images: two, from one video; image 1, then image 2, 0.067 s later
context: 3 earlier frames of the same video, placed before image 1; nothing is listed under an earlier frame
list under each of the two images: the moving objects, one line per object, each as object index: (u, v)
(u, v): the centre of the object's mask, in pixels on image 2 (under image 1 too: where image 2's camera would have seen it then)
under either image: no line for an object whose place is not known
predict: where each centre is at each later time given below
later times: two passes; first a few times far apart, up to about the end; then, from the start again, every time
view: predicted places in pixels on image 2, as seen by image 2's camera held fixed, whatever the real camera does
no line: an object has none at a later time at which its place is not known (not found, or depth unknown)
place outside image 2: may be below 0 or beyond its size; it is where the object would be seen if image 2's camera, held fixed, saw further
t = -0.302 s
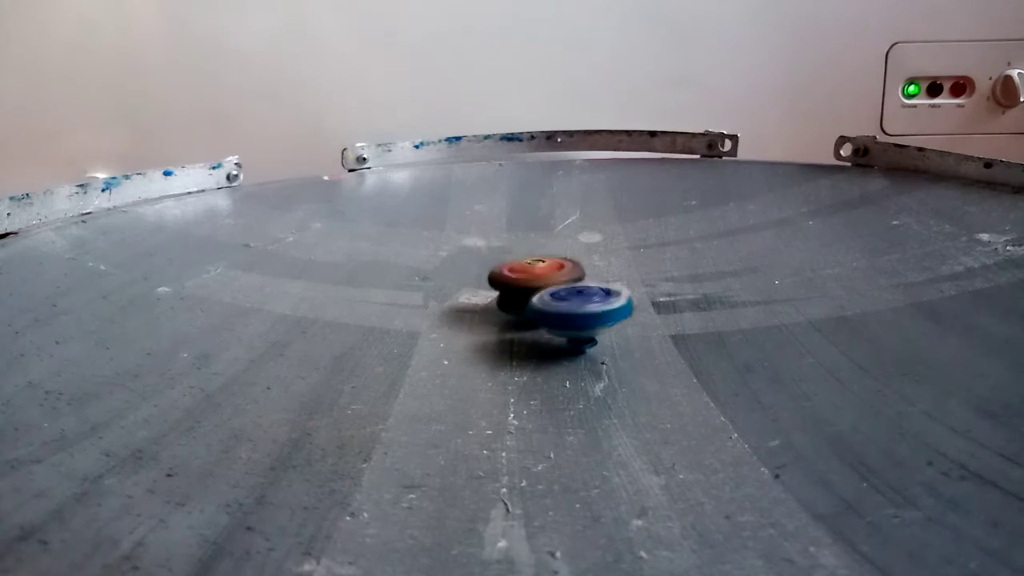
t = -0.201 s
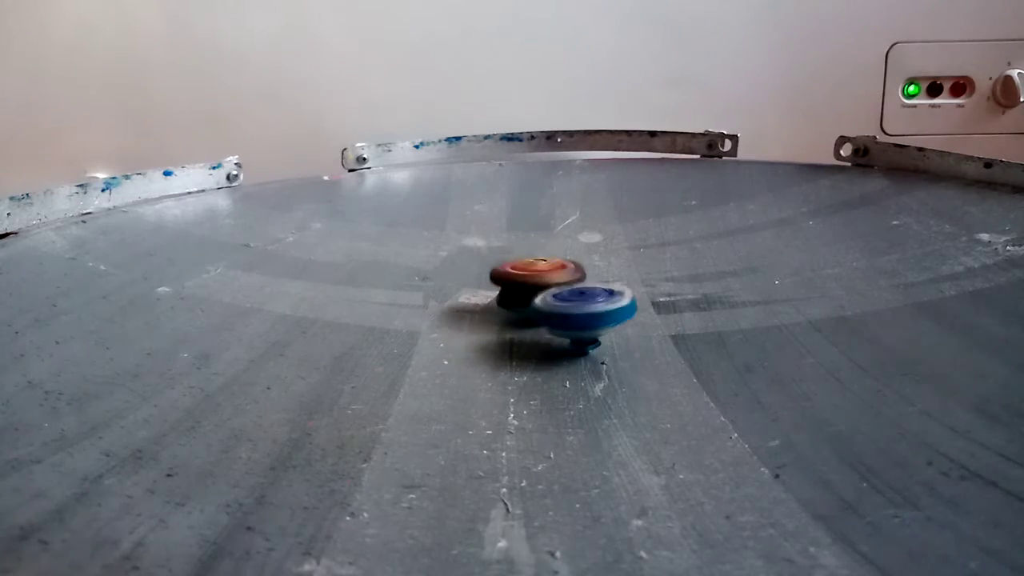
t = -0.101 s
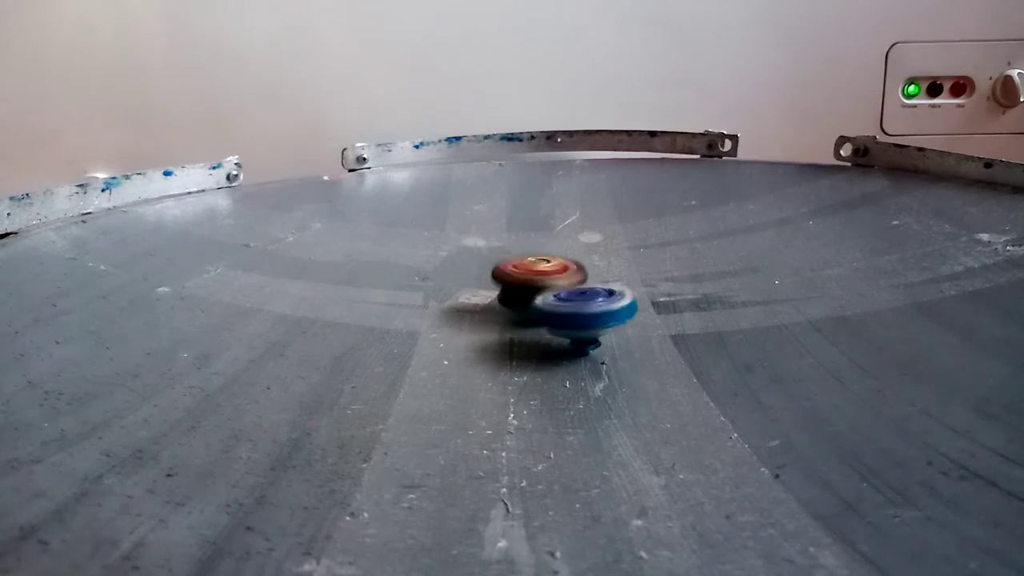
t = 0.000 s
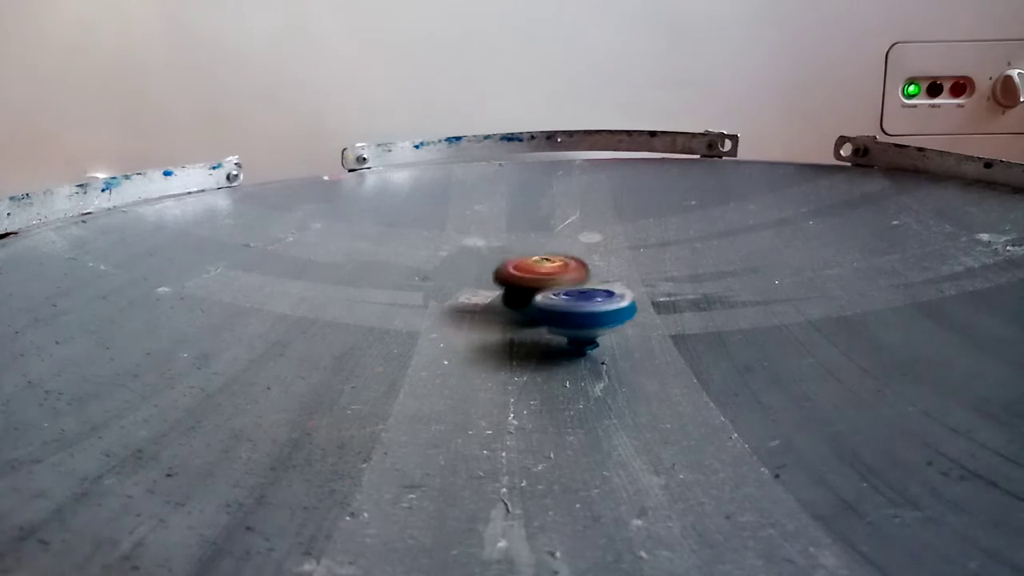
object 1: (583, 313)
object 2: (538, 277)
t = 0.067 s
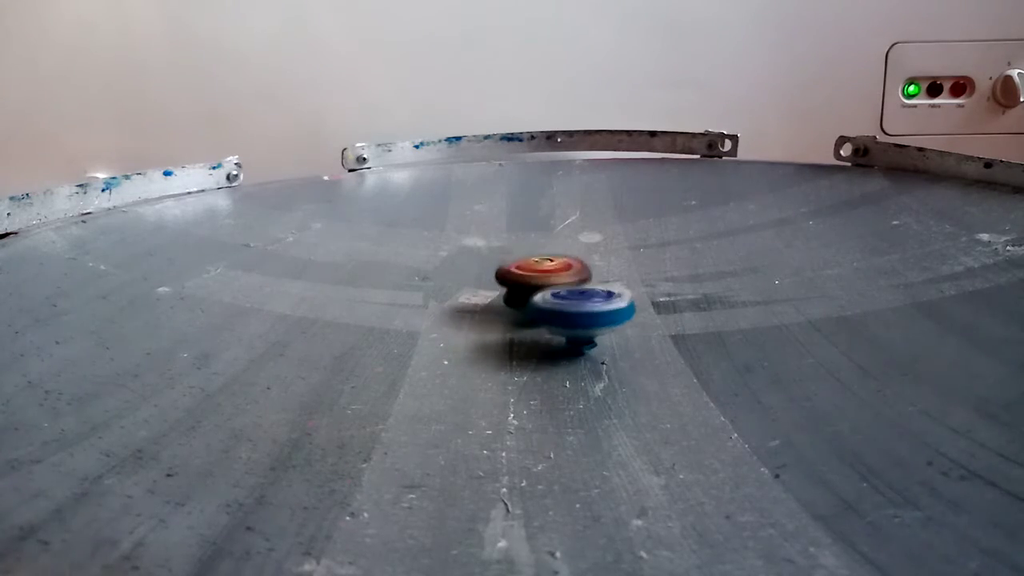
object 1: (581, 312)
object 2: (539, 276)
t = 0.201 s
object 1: (572, 311)
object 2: (544, 275)
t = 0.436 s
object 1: (559, 311)
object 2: (552, 273)
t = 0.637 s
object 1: (555, 311)
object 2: (548, 273)
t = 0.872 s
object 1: (549, 313)
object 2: (544, 274)
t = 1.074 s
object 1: (540, 314)
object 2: (534, 273)
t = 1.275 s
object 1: (536, 312)
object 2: (525, 272)
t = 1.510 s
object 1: (540, 310)
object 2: (514, 274)
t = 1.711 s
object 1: (544, 310)
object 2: (516, 273)
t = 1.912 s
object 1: (547, 308)
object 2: (525, 273)
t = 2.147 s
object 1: (548, 309)
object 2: (546, 272)
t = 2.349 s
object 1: (549, 309)
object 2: (562, 271)
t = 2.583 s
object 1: (542, 309)
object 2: (575, 275)
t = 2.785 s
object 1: (536, 311)
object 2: (570, 276)
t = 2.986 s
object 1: (531, 311)
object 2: (563, 277)
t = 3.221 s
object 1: (522, 311)
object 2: (553, 276)
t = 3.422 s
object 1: (513, 310)
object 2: (549, 276)
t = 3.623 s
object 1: (514, 308)
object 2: (540, 274)
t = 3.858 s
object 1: (521, 308)
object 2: (534, 273)
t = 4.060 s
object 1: (531, 309)
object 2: (534, 273)
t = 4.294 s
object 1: (539, 310)
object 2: (542, 274)
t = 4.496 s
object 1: (540, 311)
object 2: (553, 274)
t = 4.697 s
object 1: (537, 312)
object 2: (561, 275)
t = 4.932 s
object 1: (539, 311)
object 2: (558, 273)
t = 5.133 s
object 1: (549, 309)
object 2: (550, 272)
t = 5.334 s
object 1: (555, 313)
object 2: (550, 273)
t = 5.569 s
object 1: (559, 315)
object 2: (550, 275)
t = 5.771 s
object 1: (562, 311)
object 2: (552, 276)
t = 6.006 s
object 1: (567, 314)
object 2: (551, 277)
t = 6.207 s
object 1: (571, 315)
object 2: (548, 277)
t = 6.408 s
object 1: (566, 321)
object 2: (540, 276)
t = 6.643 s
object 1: (555, 315)
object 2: (519, 277)
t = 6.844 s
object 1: (560, 313)
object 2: (513, 282)
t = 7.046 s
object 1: (577, 316)
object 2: (517, 286)
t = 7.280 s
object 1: (572, 321)
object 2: (516, 286)
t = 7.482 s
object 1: (561, 317)
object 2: (518, 282)
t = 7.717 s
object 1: (563, 314)
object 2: (528, 281)
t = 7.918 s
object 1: (572, 316)
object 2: (533, 279)
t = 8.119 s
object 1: (576, 318)
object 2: (526, 279)
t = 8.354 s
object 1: (568, 317)
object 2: (517, 284)
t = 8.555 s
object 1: (574, 312)
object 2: (519, 289)
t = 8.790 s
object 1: (585, 311)
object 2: (533, 290)
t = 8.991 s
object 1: (584, 314)
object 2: (535, 283)
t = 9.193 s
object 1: (577, 312)
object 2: (524, 285)
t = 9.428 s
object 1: (573, 311)
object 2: (513, 287)
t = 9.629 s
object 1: (577, 311)
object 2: (510, 291)
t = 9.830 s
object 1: (567, 313)
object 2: (501, 292)
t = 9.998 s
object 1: (576, 319)
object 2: (495, 285)
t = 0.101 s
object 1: (578, 312)
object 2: (540, 276)
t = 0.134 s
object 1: (576, 312)
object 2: (543, 276)
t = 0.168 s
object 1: (574, 312)
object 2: (543, 276)
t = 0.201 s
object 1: (572, 311)
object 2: (544, 275)
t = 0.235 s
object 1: (570, 310)
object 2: (545, 275)
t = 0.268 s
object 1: (566, 310)
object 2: (547, 275)
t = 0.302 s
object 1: (565, 310)
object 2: (548, 274)
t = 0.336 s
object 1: (562, 311)
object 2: (549, 273)
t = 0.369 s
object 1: (561, 311)
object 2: (551, 273)
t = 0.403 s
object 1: (560, 311)
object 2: (550, 273)
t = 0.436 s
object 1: (559, 311)
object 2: (552, 273)
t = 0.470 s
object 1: (558, 312)
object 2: (551, 274)
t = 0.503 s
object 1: (557, 311)
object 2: (551, 274)
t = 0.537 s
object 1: (557, 312)
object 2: (550, 274)
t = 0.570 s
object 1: (556, 312)
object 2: (550, 274)
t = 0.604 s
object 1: (556, 312)
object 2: (549, 273)
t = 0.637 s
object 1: (555, 311)
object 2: (548, 273)
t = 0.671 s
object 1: (555, 312)
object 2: (549, 273)
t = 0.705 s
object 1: (554, 311)
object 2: (546, 274)
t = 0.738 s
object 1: (553, 313)
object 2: (547, 274)
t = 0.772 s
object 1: (550, 314)
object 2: (545, 274)
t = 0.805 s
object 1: (550, 314)
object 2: (546, 274)
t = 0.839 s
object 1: (550, 314)
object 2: (545, 273)
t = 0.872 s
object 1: (549, 313)
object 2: (544, 274)
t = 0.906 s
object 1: (548, 314)
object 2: (542, 273)
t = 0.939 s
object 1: (546, 315)
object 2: (540, 273)
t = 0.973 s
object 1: (544, 315)
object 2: (540, 273)
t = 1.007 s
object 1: (543, 315)
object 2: (538, 273)
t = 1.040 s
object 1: (541, 315)
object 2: (537, 273)
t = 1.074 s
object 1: (540, 314)
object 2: (534, 273)
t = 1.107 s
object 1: (539, 314)
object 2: (533, 273)
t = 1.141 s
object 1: (538, 314)
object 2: (532, 273)
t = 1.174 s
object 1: (538, 314)
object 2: (532, 273)
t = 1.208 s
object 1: (536, 313)
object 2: (529, 272)
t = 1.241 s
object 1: (536, 312)
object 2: (527, 272)
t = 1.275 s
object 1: (536, 312)
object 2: (525, 272)
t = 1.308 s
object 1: (536, 311)
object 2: (523, 272)
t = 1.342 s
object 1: (536, 310)
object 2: (519, 274)
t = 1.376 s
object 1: (538, 308)
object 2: (517, 274)
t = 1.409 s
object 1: (535, 311)
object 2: (515, 274)
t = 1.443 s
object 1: (537, 310)
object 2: (515, 274)
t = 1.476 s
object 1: (539, 309)
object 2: (516, 274)
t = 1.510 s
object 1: (540, 310)
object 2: (514, 274)
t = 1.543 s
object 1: (541, 310)
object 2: (513, 274)
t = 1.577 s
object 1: (542, 310)
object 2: (513, 274)
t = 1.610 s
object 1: (543, 310)
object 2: (514, 274)
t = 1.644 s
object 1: (543, 310)
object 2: (514, 274)
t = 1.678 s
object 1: (544, 310)
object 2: (515, 274)
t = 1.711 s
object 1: (544, 310)
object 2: (516, 273)
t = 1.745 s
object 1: (544, 310)
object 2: (517, 274)
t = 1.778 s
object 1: (545, 310)
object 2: (519, 273)
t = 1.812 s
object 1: (546, 310)
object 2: (520, 273)
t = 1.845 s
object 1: (547, 307)
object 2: (521, 273)
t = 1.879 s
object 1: (547, 308)
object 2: (524, 273)
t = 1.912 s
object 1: (547, 308)
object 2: (525, 273)
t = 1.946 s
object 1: (547, 308)
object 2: (528, 273)
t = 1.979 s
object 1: (547, 308)
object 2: (531, 273)
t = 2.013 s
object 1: (548, 307)
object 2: (535, 272)
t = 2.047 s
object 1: (549, 307)
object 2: (538, 272)
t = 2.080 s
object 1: (549, 309)
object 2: (540, 272)
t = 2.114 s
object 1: (547, 309)
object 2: (543, 272)
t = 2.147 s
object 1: (548, 309)
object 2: (546, 272)
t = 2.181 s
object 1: (548, 310)
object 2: (547, 272)
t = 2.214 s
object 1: (548, 309)
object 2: (548, 271)
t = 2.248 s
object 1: (548, 310)
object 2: (552, 272)
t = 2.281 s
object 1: (548, 309)
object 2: (554, 271)
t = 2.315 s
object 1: (549, 310)
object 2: (560, 271)
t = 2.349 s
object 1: (549, 309)
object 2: (562, 271)
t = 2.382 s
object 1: (548, 309)
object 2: (566, 272)
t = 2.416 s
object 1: (548, 309)
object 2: (569, 272)
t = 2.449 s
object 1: (547, 309)
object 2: (571, 274)
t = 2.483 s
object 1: (545, 308)
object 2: (572, 273)
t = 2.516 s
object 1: (545, 308)
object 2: (574, 275)
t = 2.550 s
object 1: (544, 308)
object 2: (574, 275)
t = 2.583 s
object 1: (542, 309)
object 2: (575, 275)
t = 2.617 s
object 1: (540, 310)
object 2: (574, 276)
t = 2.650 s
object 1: (540, 310)
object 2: (573, 275)
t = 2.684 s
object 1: (538, 310)
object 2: (571, 275)
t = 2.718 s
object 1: (538, 310)
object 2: (571, 276)
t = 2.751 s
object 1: (537, 311)
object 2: (570, 276)
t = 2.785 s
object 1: (536, 311)
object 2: (570, 276)
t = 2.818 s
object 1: (535, 311)
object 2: (570, 277)
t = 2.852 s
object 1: (535, 311)
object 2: (570, 277)
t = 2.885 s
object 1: (534, 310)
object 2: (568, 277)
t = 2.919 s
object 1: (532, 310)
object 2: (567, 277)
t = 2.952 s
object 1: (531, 311)
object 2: (564, 277)
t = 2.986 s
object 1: (531, 311)
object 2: (563, 277)
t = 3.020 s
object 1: (530, 310)
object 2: (561, 277)
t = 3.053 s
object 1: (529, 310)
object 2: (559, 277)
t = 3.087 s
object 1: (529, 309)
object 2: (557, 276)
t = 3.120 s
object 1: (527, 310)
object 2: (555, 276)
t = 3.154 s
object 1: (524, 312)
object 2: (555, 276)
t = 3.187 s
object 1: (523, 312)
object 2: (553, 276)
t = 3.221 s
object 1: (522, 311)
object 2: (553, 276)
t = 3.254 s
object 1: (519, 311)
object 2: (552, 276)
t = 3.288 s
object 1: (518, 311)
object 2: (550, 276)
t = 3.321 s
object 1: (517, 311)
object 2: (549, 275)
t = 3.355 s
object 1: (516, 310)
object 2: (550, 276)
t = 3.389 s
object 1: (514, 310)
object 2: (549, 275)
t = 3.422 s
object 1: (513, 310)
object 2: (549, 276)
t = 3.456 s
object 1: (513, 309)
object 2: (547, 276)
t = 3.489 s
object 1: (512, 309)
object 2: (544, 276)
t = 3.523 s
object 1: (513, 308)
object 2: (543, 275)
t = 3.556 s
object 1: (513, 308)
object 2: (542, 275)
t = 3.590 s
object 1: (514, 307)
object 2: (541, 274)
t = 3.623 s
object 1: (514, 308)
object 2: (540, 274)
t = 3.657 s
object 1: (513, 308)
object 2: (538, 274)
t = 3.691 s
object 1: (515, 307)
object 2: (538, 274)
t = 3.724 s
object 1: (517, 308)
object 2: (538, 274)
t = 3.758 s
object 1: (516, 308)
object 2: (536, 274)
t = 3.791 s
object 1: (518, 308)
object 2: (536, 273)
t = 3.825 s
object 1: (520, 308)
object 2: (535, 273)
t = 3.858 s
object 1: (521, 308)
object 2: (534, 273)
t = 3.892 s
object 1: (523, 308)
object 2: (533, 273)
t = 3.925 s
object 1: (524, 308)
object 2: (533, 274)
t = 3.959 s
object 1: (527, 308)
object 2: (531, 273)
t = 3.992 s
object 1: (528, 309)
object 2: (531, 273)
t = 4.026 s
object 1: (529, 309)
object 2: (531, 273)
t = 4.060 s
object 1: (531, 309)
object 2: (534, 273)
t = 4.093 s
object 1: (532, 309)
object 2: (532, 273)
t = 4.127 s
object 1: (534, 309)
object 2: (534, 273)
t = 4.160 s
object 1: (537, 309)
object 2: (534, 274)
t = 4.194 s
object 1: (538, 309)
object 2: (537, 273)
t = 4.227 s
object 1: (539, 309)
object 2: (538, 274)
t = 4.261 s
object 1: (540, 309)
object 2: (541, 273)
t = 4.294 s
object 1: (539, 310)
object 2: (542, 274)
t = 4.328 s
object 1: (540, 309)
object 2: (544, 273)
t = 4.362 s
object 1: (540, 310)
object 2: (546, 274)
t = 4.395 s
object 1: (539, 310)
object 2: (547, 274)
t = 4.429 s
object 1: (540, 311)
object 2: (550, 274)
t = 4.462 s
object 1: (541, 311)
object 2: (551, 274)
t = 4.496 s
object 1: (540, 311)
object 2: (553, 274)
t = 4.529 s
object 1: (540, 311)
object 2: (555, 275)
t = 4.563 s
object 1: (540, 311)
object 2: (557, 274)
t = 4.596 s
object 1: (539, 312)
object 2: (557, 275)
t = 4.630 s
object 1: (539, 312)
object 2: (559, 274)
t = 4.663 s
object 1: (538, 312)
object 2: (560, 275)
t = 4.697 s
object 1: (537, 312)
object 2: (561, 275)
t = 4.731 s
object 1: (537, 312)
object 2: (561, 275)
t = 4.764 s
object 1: (538, 312)
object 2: (562, 275)
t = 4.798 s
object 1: (537, 312)
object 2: (561, 275)
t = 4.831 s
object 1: (538, 312)
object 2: (561, 275)
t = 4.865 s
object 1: (538, 311)
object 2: (561, 275)
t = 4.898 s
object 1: (539, 311)
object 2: (559, 275)
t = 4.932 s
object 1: (539, 311)
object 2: (558, 273)
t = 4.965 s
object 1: (541, 310)
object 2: (557, 274)
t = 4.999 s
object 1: (542, 310)
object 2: (554, 273)
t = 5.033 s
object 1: (543, 310)
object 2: (553, 273)
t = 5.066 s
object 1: (545, 309)
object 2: (552, 272)
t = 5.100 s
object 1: (547, 309)
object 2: (552, 273)
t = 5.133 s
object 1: (549, 309)
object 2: (550, 272)
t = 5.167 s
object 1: (550, 310)
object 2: (550, 272)
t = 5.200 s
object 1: (549, 310)
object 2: (548, 273)
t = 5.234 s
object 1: (550, 312)
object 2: (548, 273)
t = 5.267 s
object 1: (554, 312)
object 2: (549, 273)
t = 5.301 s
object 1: (555, 313)
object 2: (549, 273)
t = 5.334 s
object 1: (555, 313)
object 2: (550, 273)
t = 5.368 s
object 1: (555, 313)
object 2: (549, 274)
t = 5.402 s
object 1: (557, 313)
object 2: (551, 274)
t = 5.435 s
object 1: (558, 314)
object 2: (549, 274)
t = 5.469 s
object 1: (557, 314)
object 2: (550, 274)
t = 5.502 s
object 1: (558, 314)
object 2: (549, 275)
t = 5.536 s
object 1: (559, 315)
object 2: (550, 275)
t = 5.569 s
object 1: (559, 315)
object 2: (550, 275)
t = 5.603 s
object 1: (560, 313)
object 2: (550, 275)
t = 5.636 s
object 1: (560, 315)
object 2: (551, 276)
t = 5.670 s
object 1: (561, 312)
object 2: (552, 276)
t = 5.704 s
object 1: (562, 312)
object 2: (552, 276)
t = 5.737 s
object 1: (561, 312)
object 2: (552, 276)
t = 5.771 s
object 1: (562, 311)
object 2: (552, 276)
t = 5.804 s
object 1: (563, 311)
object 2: (552, 276)
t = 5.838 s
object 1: (564, 312)
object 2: (551, 276)
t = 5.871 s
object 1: (563, 314)
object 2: (551, 276)
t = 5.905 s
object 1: (564, 314)
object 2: (550, 276)
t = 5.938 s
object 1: (568, 313)
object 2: (551, 277)
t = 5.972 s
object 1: (568, 314)
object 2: (551, 277)
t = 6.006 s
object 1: (567, 314)
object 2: (551, 277)
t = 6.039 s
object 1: (568, 314)
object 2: (551, 277)
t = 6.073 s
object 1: (571, 313)
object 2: (550, 277)
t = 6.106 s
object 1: (571, 313)
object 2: (551, 277)
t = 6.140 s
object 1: (571, 313)
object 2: (550, 277)
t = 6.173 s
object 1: (571, 312)
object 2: (551, 277)
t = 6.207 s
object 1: (571, 315)
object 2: (548, 277)
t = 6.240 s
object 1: (570, 318)
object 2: (546, 277)
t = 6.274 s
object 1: (572, 318)
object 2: (547, 276)
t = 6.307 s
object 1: (572, 319)
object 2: (546, 276)
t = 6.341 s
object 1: (570, 319)
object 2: (544, 276)
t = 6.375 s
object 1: (567, 319)
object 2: (541, 276)
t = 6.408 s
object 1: (566, 321)
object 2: (540, 276)
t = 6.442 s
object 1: (566, 319)
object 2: (538, 275)
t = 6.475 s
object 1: (564, 319)
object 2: (533, 275)
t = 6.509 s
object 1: (560, 319)
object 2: (530, 275)
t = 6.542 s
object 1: (558, 319)
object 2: (528, 276)
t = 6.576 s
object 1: (558, 319)
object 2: (525, 276)
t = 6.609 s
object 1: (556, 318)
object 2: (523, 276)
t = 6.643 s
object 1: (555, 315)
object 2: (519, 277)
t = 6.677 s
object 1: (555, 314)
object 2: (518, 277)
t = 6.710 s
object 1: (555, 313)
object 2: (516, 277)
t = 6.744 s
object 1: (556, 312)
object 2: (514, 278)
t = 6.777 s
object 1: (556, 312)
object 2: (512, 279)
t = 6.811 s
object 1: (557, 311)
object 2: (513, 281)
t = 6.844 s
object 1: (560, 313)
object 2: (513, 282)
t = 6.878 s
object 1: (564, 314)
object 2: (514, 283)
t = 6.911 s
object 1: (565, 315)
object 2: (514, 283)
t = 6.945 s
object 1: (568, 315)
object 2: (517, 282)
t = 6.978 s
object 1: (572, 315)
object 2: (518, 283)
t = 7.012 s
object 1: (577, 315)
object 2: (517, 286)
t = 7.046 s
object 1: (577, 316)
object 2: (517, 286)
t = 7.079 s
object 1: (577, 318)
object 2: (517, 284)
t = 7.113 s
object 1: (577, 319)
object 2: (518, 286)
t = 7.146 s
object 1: (578, 319)
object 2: (515, 288)
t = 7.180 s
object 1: (578, 319)
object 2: (515, 285)
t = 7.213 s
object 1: (575, 320)
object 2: (516, 285)
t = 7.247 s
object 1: (573, 321)
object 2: (516, 286)
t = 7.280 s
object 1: (572, 321)
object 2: (516, 286)
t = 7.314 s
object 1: (571, 322)
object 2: (515, 285)
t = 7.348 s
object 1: (568, 321)
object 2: (515, 285)
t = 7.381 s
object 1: (563, 321)
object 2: (516, 282)
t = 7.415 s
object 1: (561, 319)
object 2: (515, 285)
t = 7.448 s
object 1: (561, 318)
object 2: (517, 282)
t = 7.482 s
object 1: (561, 317)
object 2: (518, 282)
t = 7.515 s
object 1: (559, 315)
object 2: (518, 282)
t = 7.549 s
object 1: (559, 314)
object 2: (521, 281)
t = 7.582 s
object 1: (560, 313)
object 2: (523, 281)
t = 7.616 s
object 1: (561, 312)
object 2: (524, 281)
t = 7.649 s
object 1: (562, 312)
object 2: (526, 281)
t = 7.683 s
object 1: (563, 312)
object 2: (526, 281)
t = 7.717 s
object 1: (563, 314)
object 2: (528, 281)
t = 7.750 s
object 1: (560, 315)
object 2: (529, 281)
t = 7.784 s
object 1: (562, 314)
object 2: (530, 280)
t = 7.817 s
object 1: (568, 314)
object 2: (533, 279)
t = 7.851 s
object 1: (571, 314)
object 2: (533, 280)
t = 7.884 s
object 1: (571, 315)
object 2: (532, 280)
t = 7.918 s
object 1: (572, 316)
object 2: (533, 279)
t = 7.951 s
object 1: (574, 316)
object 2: (533, 279)
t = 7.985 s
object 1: (577, 317)
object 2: (532, 278)
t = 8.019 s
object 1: (576, 317)
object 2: (529, 282)
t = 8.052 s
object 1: (574, 318)
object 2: (525, 283)
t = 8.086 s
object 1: (575, 318)
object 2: (526, 281)
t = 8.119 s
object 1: (576, 318)
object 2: (526, 279)
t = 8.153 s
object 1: (574, 319)
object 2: (525, 280)
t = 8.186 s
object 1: (571, 318)
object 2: (523, 281)
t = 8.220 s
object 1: (570, 319)
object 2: (518, 283)
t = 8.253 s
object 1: (570, 318)
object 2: (518, 282)
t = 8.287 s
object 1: (570, 318)
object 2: (519, 282)
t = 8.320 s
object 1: (569, 318)
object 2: (517, 283)
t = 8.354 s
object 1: (568, 317)
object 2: (517, 284)
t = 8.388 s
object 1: (569, 317)
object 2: (516, 285)
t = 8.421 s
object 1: (570, 315)
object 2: (516, 286)
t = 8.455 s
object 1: (571, 315)
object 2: (517, 286)
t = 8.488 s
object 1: (573, 315)
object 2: (516, 289)
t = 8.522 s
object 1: (573, 314)
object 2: (517, 289)
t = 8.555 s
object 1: (574, 312)
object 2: (519, 289)
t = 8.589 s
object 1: (576, 311)
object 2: (520, 290)
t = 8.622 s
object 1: (579, 310)
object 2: (524, 291)
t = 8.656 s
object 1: (581, 311)
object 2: (526, 291)
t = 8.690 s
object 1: (581, 311)
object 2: (528, 284)
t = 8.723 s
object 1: (583, 310)
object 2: (530, 292)
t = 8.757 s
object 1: (584, 311)
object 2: (532, 291)
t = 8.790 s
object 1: (585, 311)
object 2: (533, 290)
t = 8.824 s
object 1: (587, 313)
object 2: (536, 285)
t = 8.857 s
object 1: (587, 313)
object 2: (537, 285)
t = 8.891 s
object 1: (588, 312)
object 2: (536, 287)
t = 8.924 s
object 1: (588, 312)
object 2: (537, 285)
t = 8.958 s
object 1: (586, 312)
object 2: (535, 285)
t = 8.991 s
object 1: (584, 314)
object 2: (535, 283)
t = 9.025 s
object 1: (584, 314)
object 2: (535, 283)
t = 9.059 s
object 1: (583, 314)
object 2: (531, 284)
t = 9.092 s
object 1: (582, 314)
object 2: (529, 283)
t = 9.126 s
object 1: (579, 314)
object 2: (529, 283)
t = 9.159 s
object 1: (578, 313)
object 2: (526, 285)
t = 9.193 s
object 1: (577, 312)
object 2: (524, 285)
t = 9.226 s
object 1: (575, 312)
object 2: (522, 286)
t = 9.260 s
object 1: (575, 311)
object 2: (519, 288)
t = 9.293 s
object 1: (574, 310)
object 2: (518, 287)
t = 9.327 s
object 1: (577, 310)
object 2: (515, 289)
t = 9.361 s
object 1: (575, 310)
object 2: (514, 288)
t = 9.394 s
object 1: (571, 311)
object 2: (513, 286)
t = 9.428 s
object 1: (573, 311)
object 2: (513, 287)
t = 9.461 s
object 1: (577, 310)
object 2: (513, 287)
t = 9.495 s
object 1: (578, 310)
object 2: (512, 289)
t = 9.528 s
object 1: (576, 311)
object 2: (510, 290)
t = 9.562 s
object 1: (575, 312)
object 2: (510, 289)
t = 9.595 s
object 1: (576, 311)
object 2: (512, 290)
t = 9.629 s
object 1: (577, 311)
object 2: (510, 291)
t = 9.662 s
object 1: (571, 312)
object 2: (506, 292)
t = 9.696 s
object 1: (570, 314)
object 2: (504, 291)
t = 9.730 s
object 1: (571, 314)
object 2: (504, 289)
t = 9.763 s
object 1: (573, 314)
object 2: (505, 290)
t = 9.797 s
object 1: (572, 315)
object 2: (504, 291)
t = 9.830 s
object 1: (567, 313)
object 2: (501, 292)
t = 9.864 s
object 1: (564, 313)
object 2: (500, 292)
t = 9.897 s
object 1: (562, 313)
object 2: (502, 290)
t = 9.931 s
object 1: (569, 314)
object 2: (500, 288)
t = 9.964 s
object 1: (577, 315)
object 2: (498, 288)
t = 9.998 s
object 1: (576, 319)
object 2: (495, 285)
